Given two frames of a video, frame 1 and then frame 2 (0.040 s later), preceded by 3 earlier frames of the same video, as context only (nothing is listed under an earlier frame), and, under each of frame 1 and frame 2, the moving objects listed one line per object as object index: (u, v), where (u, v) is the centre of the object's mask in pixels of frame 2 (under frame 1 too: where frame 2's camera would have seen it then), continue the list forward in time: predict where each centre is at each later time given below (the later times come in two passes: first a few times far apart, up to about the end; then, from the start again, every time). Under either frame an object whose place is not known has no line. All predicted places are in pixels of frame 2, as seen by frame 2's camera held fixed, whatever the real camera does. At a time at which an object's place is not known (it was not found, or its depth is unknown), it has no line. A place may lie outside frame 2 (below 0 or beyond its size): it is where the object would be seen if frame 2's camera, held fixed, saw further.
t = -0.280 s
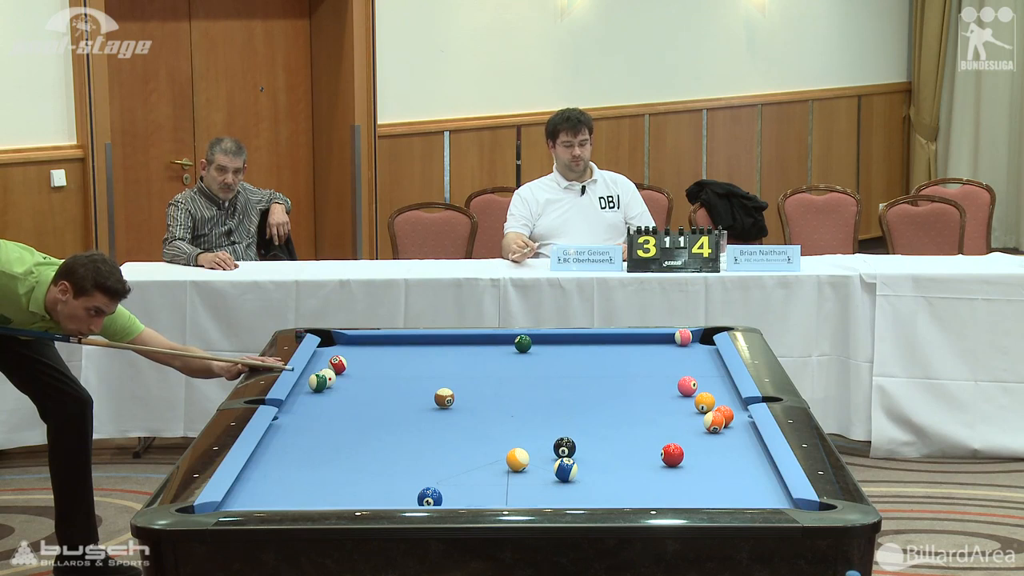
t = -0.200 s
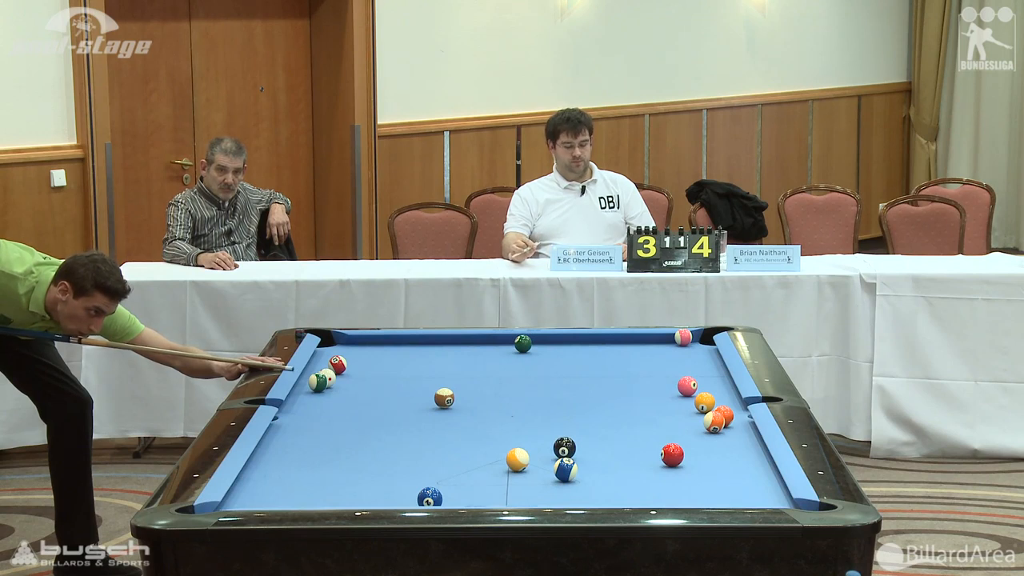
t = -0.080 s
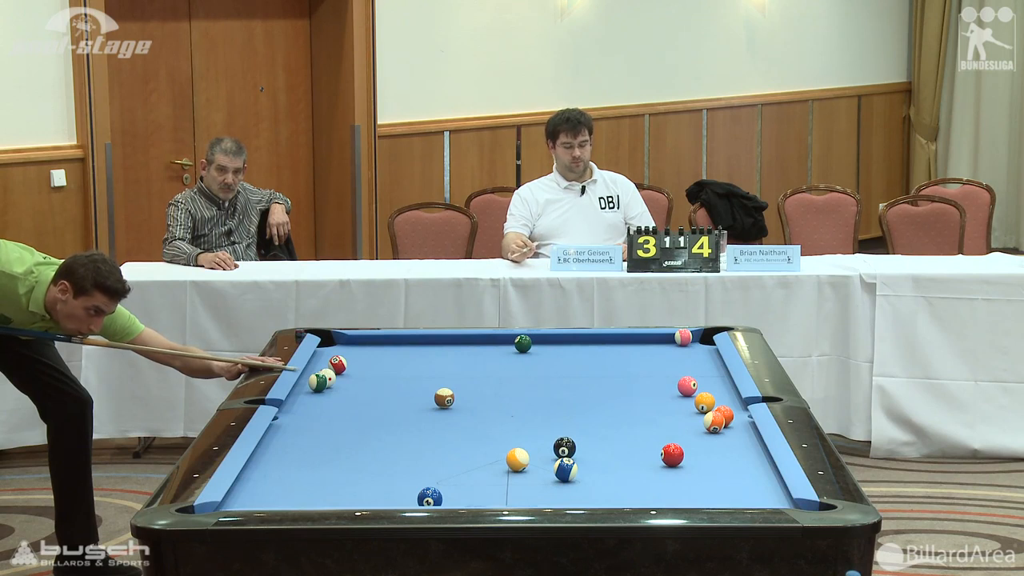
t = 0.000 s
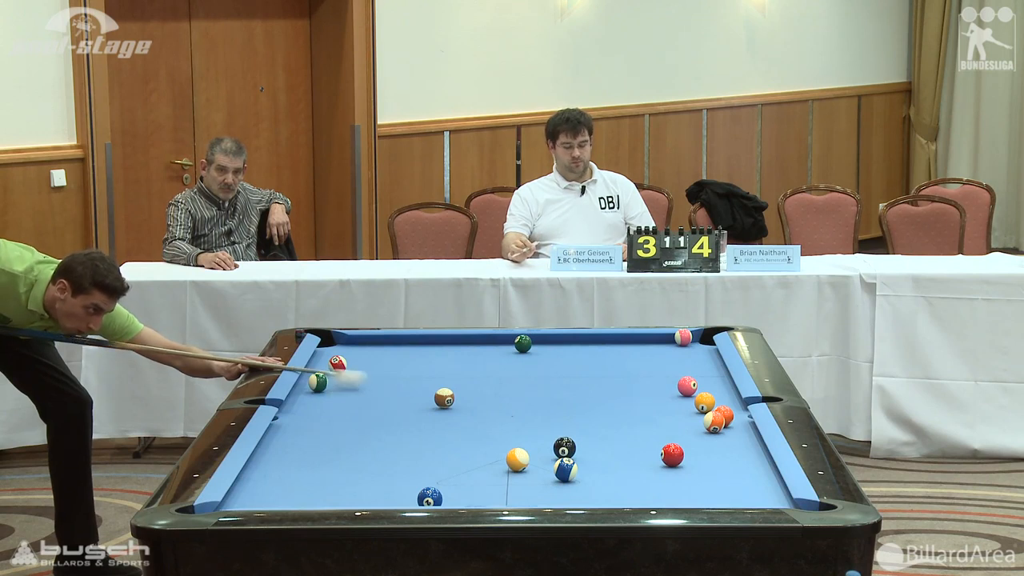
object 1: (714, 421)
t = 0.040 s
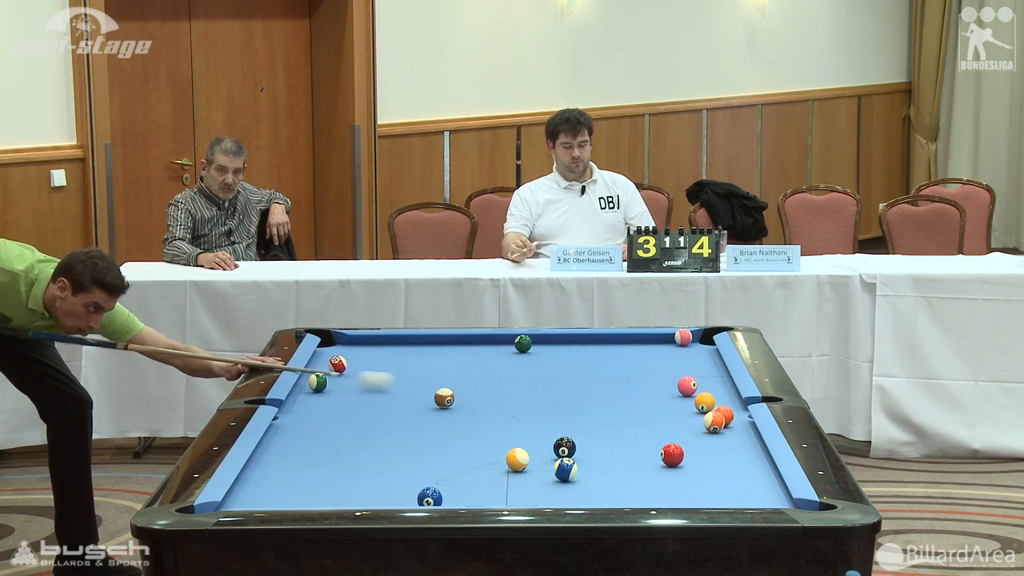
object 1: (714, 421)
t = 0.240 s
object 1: (714, 421)
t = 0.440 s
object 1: (714, 421)
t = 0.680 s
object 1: (714, 421)
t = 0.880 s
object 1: (714, 421)
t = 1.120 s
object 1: (714, 421)
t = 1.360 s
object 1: (710, 424)
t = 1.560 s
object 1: (709, 425)
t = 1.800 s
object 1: (707, 425)
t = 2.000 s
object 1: (706, 426)
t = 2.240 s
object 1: (705, 426)
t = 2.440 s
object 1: (705, 427)
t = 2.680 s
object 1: (705, 427)
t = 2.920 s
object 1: (705, 427)
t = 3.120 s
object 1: (705, 427)
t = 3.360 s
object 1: (704, 427)
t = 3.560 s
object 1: (705, 427)
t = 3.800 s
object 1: (704, 427)
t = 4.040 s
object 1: (704, 427)
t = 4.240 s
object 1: (705, 427)
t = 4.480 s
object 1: (705, 427)
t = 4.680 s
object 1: (705, 427)
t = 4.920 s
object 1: (704, 427)
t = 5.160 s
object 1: (705, 427)
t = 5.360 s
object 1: (704, 427)
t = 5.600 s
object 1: (704, 427)
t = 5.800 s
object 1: (704, 427)
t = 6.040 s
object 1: (705, 427)
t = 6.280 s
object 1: (704, 427)
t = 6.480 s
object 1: (704, 427)
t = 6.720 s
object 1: (705, 427)
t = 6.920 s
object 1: (704, 427)
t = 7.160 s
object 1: (705, 427)
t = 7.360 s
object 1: (704, 427)
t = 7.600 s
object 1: (704, 427)
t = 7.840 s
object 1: (704, 427)
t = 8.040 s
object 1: (705, 427)
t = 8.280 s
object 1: (705, 427)
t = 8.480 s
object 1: (704, 427)
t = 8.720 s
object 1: (705, 427)
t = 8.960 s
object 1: (705, 427)
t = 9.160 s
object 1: (705, 427)
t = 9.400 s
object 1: (705, 427)
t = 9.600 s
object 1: (705, 427)
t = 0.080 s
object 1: (714, 421)
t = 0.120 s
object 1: (714, 421)
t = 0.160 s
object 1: (714, 421)
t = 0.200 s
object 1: (714, 421)
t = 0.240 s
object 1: (714, 421)
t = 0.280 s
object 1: (714, 421)
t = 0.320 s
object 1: (714, 421)
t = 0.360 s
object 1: (714, 421)
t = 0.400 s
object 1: (714, 421)
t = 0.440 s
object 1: (714, 421)
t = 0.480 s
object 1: (714, 421)
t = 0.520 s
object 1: (714, 421)
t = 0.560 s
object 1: (714, 421)
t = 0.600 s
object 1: (714, 421)
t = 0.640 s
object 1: (714, 421)
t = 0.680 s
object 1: (714, 421)
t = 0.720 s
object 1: (714, 421)
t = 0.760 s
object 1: (714, 421)
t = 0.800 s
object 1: (714, 421)
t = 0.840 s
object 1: (714, 421)
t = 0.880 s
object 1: (714, 421)
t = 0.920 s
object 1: (714, 421)
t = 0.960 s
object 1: (714, 421)
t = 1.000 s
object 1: (714, 421)
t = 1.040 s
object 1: (714, 421)
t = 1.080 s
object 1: (714, 421)
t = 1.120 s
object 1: (714, 421)
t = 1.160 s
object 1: (714, 422)
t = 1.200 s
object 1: (713, 422)
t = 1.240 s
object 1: (712, 422)
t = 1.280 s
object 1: (712, 423)
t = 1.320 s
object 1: (711, 423)
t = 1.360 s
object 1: (710, 424)
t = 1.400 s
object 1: (710, 424)
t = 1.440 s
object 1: (710, 424)
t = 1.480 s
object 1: (710, 425)
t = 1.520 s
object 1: (709, 424)
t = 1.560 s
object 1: (709, 425)
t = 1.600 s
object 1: (709, 425)
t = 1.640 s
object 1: (708, 425)
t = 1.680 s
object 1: (708, 425)
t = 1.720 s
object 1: (707, 425)
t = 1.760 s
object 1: (707, 425)
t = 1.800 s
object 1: (707, 425)
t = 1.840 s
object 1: (707, 425)
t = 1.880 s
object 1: (706, 426)
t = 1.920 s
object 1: (706, 426)
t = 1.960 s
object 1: (706, 426)
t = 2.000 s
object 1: (706, 426)
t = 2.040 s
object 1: (706, 426)
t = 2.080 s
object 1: (706, 426)
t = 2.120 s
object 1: (706, 426)
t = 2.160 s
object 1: (705, 426)
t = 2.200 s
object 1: (705, 426)
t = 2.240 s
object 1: (705, 426)
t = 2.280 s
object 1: (705, 427)
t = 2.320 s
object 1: (705, 427)
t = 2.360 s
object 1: (705, 427)
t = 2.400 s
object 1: (705, 427)
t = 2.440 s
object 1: (705, 427)
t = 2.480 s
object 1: (705, 427)
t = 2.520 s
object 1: (705, 427)
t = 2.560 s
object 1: (705, 427)
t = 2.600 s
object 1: (705, 427)
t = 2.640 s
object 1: (705, 427)
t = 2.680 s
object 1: (705, 427)
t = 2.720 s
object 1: (705, 427)
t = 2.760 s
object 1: (705, 427)
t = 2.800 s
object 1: (705, 427)
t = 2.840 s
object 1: (705, 427)
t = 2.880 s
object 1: (705, 427)
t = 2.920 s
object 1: (705, 427)
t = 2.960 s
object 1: (705, 427)
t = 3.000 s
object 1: (705, 427)
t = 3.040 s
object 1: (705, 427)
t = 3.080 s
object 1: (705, 427)
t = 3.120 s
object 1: (705, 427)
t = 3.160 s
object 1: (705, 427)
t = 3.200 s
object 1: (705, 427)
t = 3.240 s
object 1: (705, 427)
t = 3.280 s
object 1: (704, 427)
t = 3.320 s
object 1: (704, 427)
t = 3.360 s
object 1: (704, 427)
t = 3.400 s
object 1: (704, 427)
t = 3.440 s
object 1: (704, 427)
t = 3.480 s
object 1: (704, 427)
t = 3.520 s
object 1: (704, 427)
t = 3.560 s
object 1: (705, 427)
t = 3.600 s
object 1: (705, 427)
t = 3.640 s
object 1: (705, 427)
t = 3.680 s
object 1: (704, 427)
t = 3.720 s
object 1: (704, 427)
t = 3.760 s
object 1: (704, 427)
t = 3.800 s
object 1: (704, 427)
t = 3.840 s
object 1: (704, 427)
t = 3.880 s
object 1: (704, 427)
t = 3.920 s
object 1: (704, 427)
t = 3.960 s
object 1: (704, 427)
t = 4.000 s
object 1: (705, 427)
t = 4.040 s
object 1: (704, 427)
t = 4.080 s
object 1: (705, 427)
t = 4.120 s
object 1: (704, 427)
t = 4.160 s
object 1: (704, 427)
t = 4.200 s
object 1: (704, 427)
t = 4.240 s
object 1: (705, 427)
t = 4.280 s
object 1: (704, 427)
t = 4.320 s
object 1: (704, 427)
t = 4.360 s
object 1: (704, 427)
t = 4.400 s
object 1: (705, 427)
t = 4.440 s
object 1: (704, 427)
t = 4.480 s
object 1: (705, 427)
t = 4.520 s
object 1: (705, 427)
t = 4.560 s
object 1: (705, 427)
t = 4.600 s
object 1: (704, 427)
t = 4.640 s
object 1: (705, 427)
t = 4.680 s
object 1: (705, 427)
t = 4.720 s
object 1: (705, 427)
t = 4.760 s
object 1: (704, 427)
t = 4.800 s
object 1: (705, 427)
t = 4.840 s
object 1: (705, 427)
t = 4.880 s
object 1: (705, 427)
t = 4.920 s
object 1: (704, 427)
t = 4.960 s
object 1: (705, 427)
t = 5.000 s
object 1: (704, 427)
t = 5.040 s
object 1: (705, 427)
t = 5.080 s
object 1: (705, 427)
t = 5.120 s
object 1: (705, 427)
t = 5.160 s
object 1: (705, 427)
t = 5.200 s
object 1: (705, 427)
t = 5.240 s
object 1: (704, 427)
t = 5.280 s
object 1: (704, 427)
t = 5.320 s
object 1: (704, 427)
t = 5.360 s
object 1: (704, 427)
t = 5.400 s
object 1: (704, 427)
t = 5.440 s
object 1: (704, 427)
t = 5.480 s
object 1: (704, 427)
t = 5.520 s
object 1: (704, 427)
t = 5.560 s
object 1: (704, 427)
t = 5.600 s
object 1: (704, 427)
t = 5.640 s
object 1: (704, 427)
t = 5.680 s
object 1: (704, 427)
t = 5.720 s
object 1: (704, 427)
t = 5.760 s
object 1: (705, 427)
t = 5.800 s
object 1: (704, 427)
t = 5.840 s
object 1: (704, 427)
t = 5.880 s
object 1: (704, 427)
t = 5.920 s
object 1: (705, 427)
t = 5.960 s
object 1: (704, 427)
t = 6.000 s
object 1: (704, 427)
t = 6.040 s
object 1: (705, 427)
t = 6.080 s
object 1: (704, 427)
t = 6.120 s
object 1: (705, 427)
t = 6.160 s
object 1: (705, 427)
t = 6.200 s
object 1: (704, 427)
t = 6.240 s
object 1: (704, 427)
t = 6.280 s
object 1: (704, 427)
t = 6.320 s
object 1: (704, 427)
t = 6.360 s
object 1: (704, 427)
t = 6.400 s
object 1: (704, 427)
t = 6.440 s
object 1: (704, 427)
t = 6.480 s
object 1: (704, 427)
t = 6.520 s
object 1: (704, 427)
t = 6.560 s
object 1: (704, 427)
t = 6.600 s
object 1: (704, 427)
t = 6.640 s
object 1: (704, 427)
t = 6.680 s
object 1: (705, 427)
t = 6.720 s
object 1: (705, 427)
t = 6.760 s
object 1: (705, 427)
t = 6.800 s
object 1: (705, 427)
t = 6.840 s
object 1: (705, 427)
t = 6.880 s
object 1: (704, 427)
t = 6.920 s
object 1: (704, 427)
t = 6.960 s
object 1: (705, 427)
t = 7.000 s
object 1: (704, 427)
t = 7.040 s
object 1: (705, 427)
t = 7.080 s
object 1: (705, 427)
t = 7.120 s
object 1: (705, 427)
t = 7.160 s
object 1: (705, 427)
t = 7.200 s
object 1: (704, 427)
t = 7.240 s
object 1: (704, 427)
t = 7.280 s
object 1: (705, 427)
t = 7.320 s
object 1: (705, 427)
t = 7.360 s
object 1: (704, 427)
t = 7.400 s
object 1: (704, 427)
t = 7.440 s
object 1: (704, 427)
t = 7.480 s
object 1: (704, 427)
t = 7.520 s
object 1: (704, 427)
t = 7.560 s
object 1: (704, 427)
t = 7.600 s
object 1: (704, 427)
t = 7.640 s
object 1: (704, 427)
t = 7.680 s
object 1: (705, 427)
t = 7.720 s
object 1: (704, 427)
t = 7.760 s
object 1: (705, 427)
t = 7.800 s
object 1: (704, 427)
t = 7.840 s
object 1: (704, 427)
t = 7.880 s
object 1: (704, 427)
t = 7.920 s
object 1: (705, 427)
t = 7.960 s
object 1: (705, 427)
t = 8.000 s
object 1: (705, 427)
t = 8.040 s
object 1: (705, 427)
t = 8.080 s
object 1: (705, 427)
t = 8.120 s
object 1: (705, 427)
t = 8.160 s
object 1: (704, 427)
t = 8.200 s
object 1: (705, 427)
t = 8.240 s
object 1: (705, 427)
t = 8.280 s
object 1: (705, 427)
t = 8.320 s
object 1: (704, 427)
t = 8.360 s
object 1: (705, 427)
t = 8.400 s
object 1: (705, 427)
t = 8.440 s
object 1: (705, 427)
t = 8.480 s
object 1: (704, 427)
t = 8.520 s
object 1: (704, 427)
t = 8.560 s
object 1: (704, 427)
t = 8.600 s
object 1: (705, 427)
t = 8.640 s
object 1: (705, 427)
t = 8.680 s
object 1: (705, 427)
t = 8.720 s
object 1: (705, 427)
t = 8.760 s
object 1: (705, 427)
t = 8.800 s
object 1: (705, 427)
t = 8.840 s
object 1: (705, 427)
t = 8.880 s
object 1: (705, 427)
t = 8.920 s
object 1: (705, 427)
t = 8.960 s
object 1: (705, 427)
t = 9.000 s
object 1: (705, 427)
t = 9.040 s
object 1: (705, 427)
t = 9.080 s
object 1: (705, 427)
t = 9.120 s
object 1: (705, 427)
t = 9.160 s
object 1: (705, 427)
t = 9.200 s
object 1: (705, 427)
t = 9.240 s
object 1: (705, 427)
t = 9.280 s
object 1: (705, 427)
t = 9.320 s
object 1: (705, 427)
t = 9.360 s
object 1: (705, 427)
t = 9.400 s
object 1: (705, 427)
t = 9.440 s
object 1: (705, 427)
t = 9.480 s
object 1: (705, 427)
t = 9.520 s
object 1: (705, 427)
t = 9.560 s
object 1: (705, 427)
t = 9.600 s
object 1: (705, 427)
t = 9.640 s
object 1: (705, 427)
